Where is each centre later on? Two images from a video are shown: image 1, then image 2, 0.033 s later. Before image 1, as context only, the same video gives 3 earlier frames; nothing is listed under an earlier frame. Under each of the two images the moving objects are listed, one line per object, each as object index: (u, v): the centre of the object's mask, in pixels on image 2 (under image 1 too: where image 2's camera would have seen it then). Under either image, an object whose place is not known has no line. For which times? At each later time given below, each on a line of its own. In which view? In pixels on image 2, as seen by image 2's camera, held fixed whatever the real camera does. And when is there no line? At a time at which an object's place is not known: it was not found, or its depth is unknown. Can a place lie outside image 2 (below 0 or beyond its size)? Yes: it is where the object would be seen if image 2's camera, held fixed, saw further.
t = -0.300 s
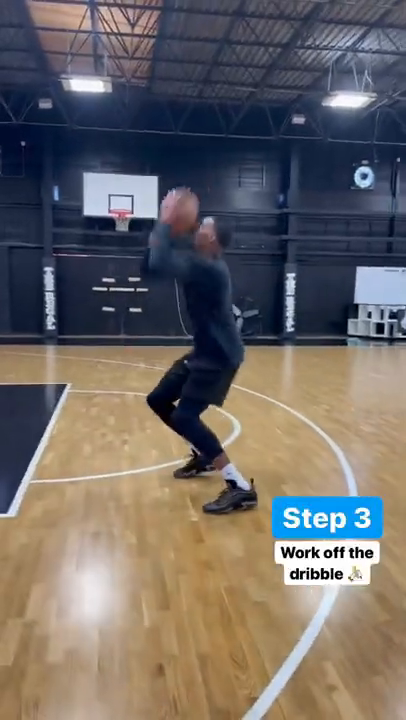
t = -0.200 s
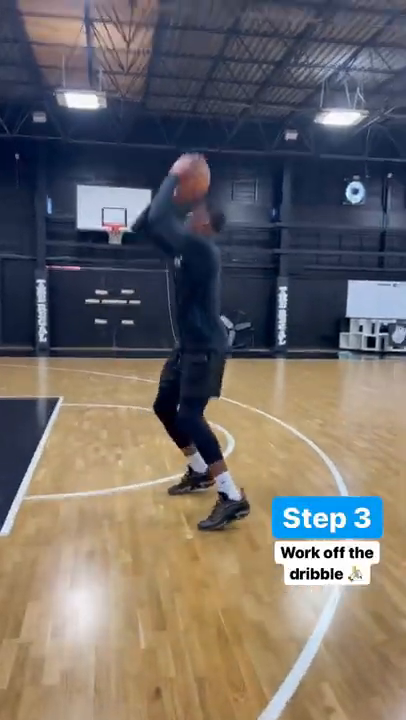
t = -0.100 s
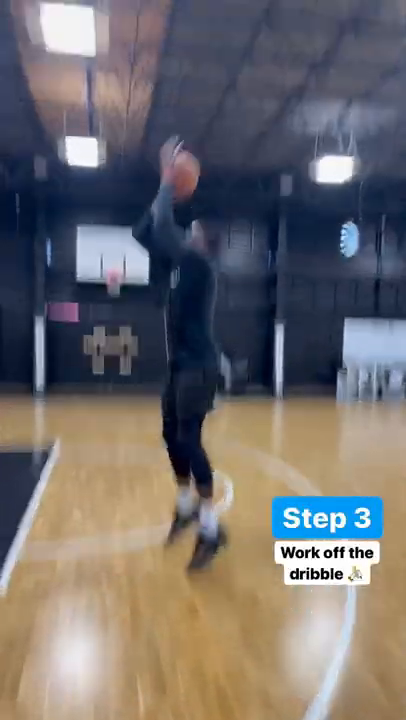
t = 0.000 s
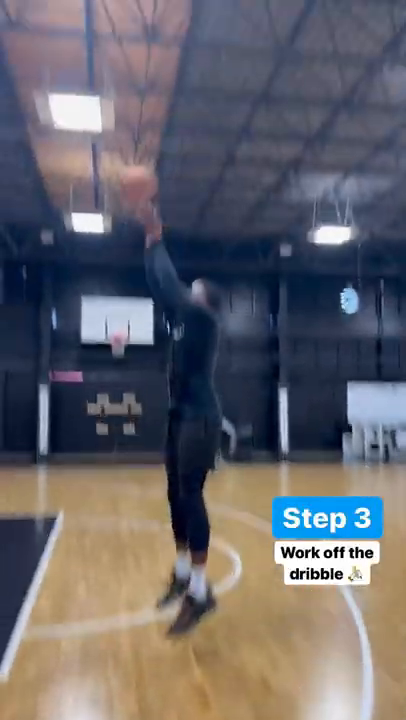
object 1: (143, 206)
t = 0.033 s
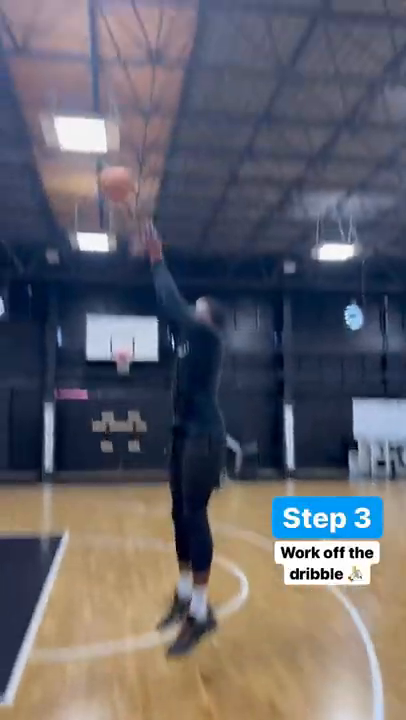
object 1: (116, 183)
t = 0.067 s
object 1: (92, 168)
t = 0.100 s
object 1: (67, 152)
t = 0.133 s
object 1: (46, 138)
